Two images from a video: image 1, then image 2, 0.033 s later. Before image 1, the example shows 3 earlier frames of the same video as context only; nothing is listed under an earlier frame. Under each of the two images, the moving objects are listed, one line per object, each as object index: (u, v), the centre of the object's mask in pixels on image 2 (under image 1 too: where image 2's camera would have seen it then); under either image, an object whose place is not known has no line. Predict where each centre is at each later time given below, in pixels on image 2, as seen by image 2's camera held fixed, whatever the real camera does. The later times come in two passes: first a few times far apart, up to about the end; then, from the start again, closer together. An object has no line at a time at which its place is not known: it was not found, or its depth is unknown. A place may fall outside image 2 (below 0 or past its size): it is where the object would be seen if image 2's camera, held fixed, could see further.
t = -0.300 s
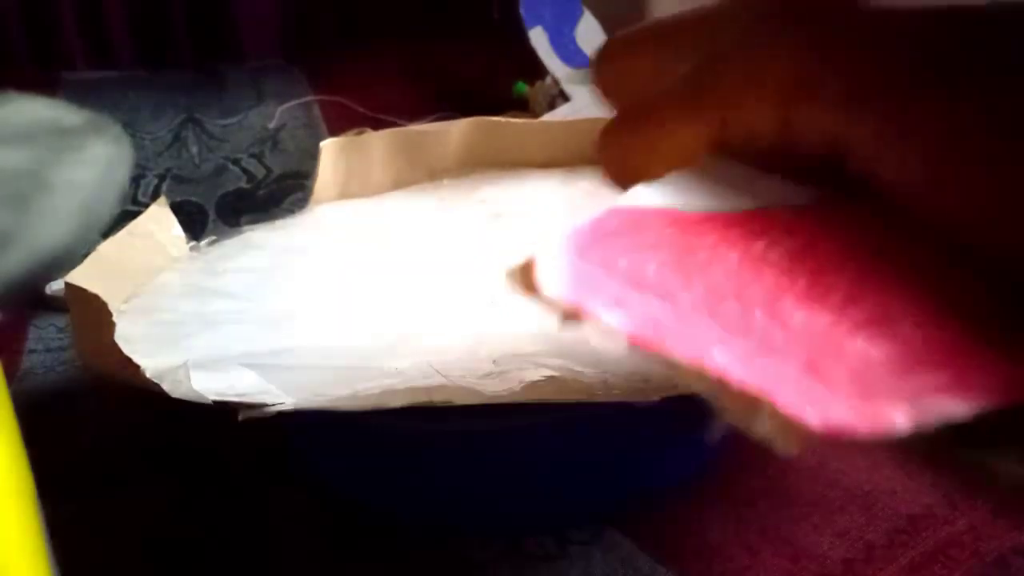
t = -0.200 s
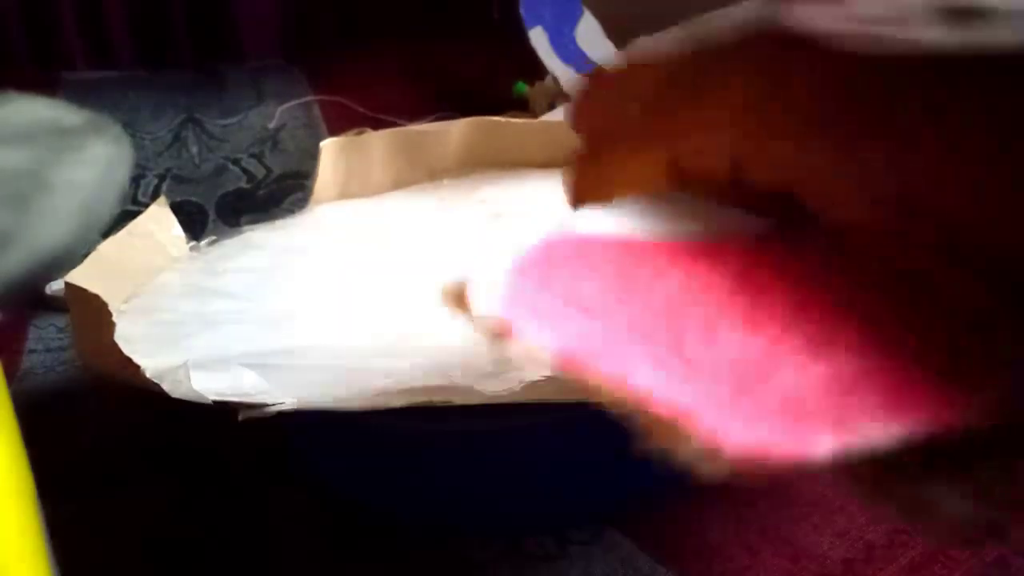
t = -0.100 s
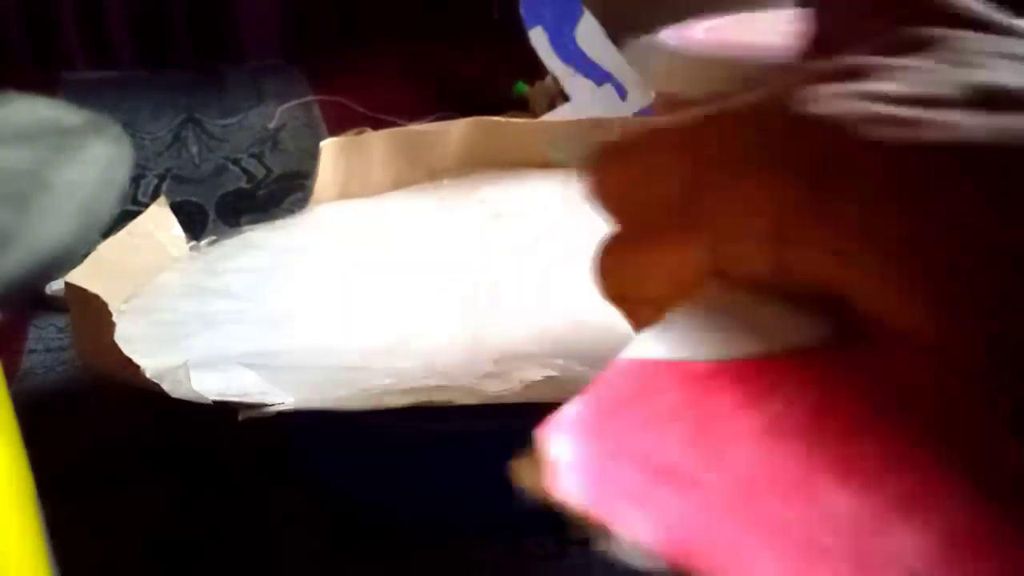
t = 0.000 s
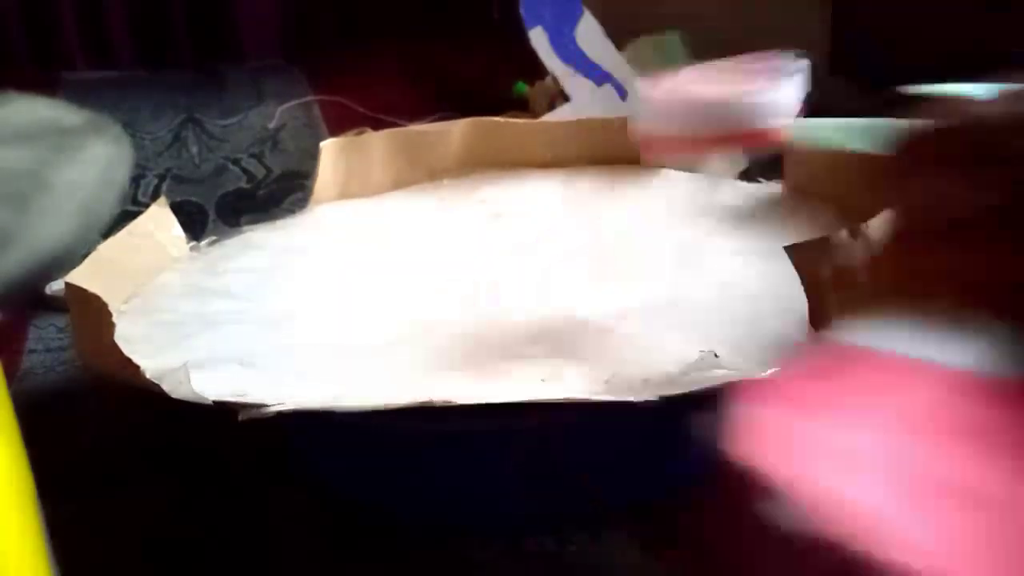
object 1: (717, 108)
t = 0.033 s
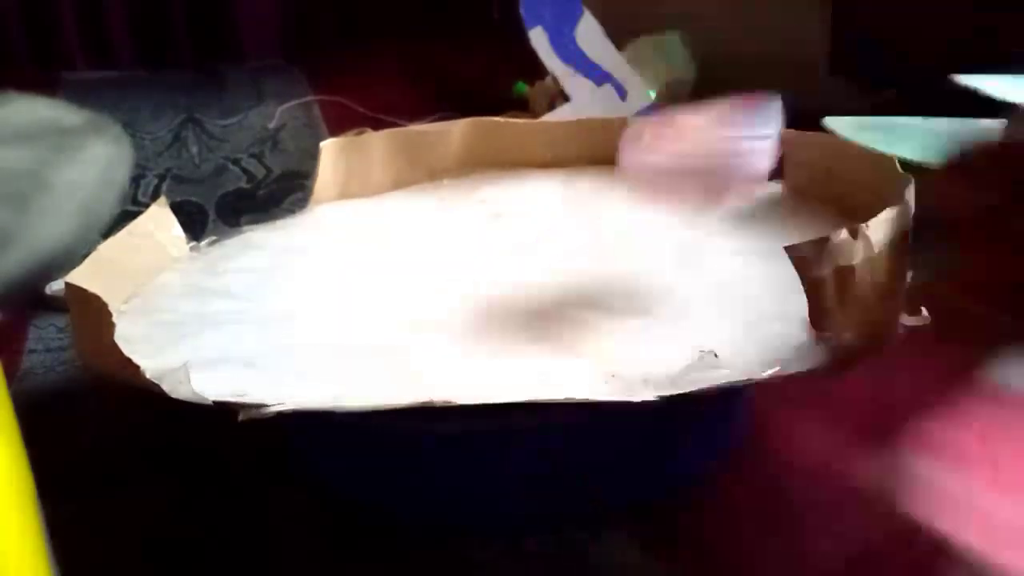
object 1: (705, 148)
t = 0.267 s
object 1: (576, 177)
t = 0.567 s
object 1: (493, 178)
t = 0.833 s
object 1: (397, 200)
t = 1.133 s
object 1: (331, 232)
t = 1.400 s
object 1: (349, 239)
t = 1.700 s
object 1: (448, 233)
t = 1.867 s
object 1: (477, 231)
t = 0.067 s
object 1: (682, 190)
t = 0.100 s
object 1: (650, 186)
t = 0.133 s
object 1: (627, 180)
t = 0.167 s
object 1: (613, 177)
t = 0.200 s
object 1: (600, 178)
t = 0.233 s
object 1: (586, 178)
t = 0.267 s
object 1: (576, 177)
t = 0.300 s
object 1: (567, 178)
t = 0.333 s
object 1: (558, 177)
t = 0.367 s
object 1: (552, 175)
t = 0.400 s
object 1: (545, 177)
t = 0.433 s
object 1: (535, 178)
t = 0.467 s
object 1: (527, 177)
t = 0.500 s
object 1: (518, 179)
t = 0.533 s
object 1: (505, 178)
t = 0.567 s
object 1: (493, 178)
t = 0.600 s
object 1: (480, 182)
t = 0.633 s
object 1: (466, 183)
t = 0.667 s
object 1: (456, 187)
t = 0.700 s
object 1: (442, 188)
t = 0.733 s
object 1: (430, 191)
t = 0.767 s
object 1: (419, 195)
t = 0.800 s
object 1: (408, 194)
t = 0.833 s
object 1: (397, 200)
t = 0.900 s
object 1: (387, 203)
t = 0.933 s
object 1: (377, 208)
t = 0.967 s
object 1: (369, 213)
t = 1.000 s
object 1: (359, 211)
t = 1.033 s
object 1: (352, 221)
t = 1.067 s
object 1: (346, 220)
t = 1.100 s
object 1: (337, 226)
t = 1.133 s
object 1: (331, 232)
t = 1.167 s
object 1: (324, 227)
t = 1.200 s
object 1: (322, 230)
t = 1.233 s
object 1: (318, 230)
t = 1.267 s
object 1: (320, 233)
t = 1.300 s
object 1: (323, 235)
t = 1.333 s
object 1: (332, 236)
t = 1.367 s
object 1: (341, 238)
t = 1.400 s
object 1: (349, 239)
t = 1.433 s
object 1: (361, 240)
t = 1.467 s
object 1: (373, 239)
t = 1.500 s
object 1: (389, 241)
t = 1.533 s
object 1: (399, 241)
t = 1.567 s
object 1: (416, 241)
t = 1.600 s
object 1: (423, 238)
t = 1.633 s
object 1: (434, 237)
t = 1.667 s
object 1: (440, 236)
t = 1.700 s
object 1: (448, 233)
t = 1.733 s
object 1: (453, 233)
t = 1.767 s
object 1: (459, 236)
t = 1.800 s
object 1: (465, 231)
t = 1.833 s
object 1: (469, 232)
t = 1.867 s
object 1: (477, 231)
